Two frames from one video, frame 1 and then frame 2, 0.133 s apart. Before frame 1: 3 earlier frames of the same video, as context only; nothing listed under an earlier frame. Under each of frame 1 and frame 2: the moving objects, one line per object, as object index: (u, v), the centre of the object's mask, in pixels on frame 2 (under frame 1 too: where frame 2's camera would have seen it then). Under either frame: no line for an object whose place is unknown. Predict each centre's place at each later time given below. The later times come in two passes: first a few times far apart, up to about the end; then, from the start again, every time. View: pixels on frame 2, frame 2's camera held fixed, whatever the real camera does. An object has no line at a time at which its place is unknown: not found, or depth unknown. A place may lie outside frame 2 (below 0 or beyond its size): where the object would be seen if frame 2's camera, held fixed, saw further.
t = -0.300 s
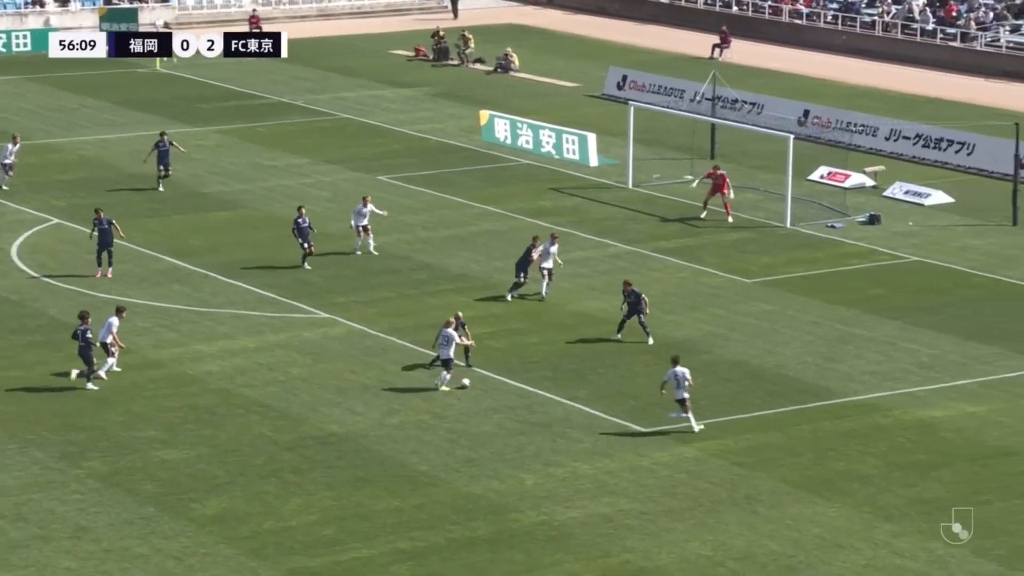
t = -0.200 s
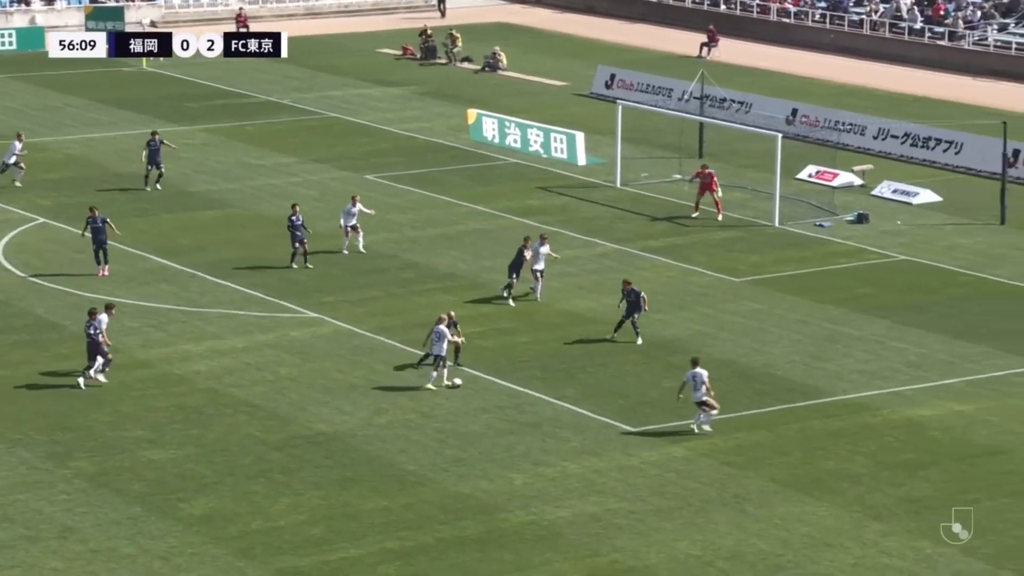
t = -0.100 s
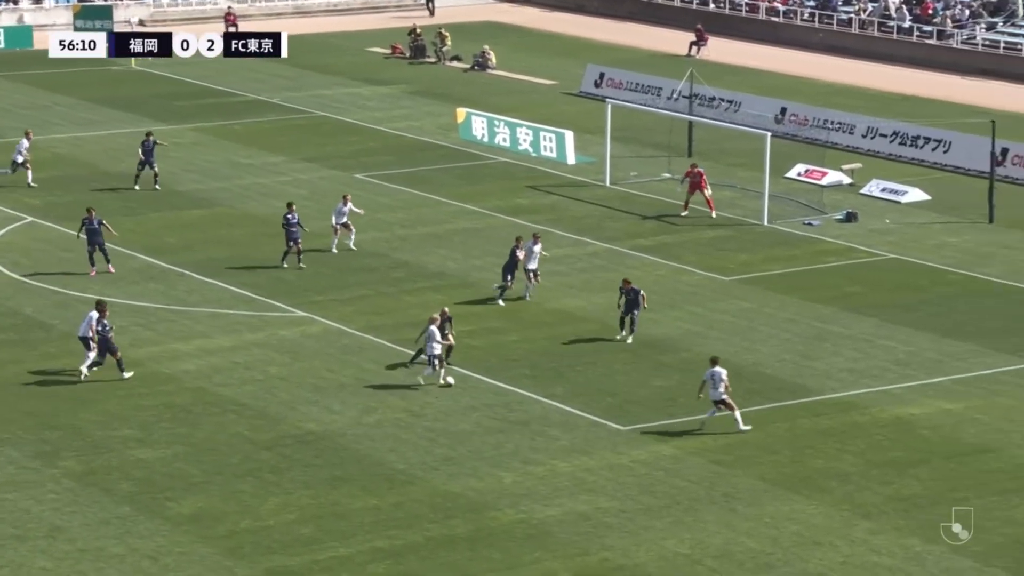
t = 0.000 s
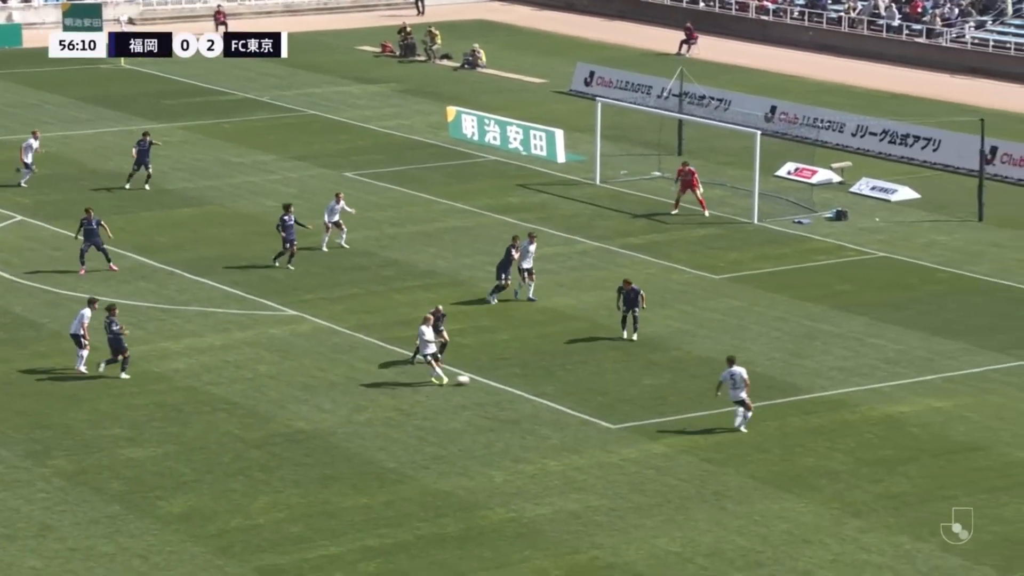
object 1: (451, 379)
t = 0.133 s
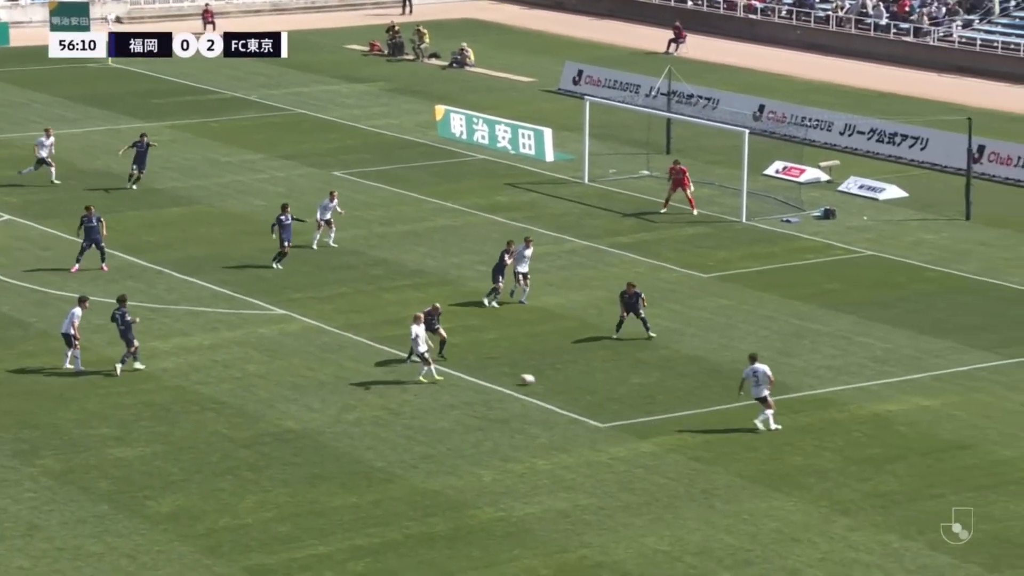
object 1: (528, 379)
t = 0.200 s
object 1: (565, 380)
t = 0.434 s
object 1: (685, 383)
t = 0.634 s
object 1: (779, 384)
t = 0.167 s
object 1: (547, 380)
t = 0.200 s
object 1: (565, 380)
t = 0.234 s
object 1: (583, 380)
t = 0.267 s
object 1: (600, 380)
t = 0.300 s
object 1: (617, 380)
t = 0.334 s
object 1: (635, 380)
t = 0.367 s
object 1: (653, 382)
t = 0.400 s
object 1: (669, 382)
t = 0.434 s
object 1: (685, 383)
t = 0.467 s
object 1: (702, 383)
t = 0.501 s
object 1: (718, 384)
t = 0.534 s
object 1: (734, 385)
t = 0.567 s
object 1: (749, 384)
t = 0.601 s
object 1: (763, 384)
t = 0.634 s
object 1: (779, 384)
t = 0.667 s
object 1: (794, 385)
